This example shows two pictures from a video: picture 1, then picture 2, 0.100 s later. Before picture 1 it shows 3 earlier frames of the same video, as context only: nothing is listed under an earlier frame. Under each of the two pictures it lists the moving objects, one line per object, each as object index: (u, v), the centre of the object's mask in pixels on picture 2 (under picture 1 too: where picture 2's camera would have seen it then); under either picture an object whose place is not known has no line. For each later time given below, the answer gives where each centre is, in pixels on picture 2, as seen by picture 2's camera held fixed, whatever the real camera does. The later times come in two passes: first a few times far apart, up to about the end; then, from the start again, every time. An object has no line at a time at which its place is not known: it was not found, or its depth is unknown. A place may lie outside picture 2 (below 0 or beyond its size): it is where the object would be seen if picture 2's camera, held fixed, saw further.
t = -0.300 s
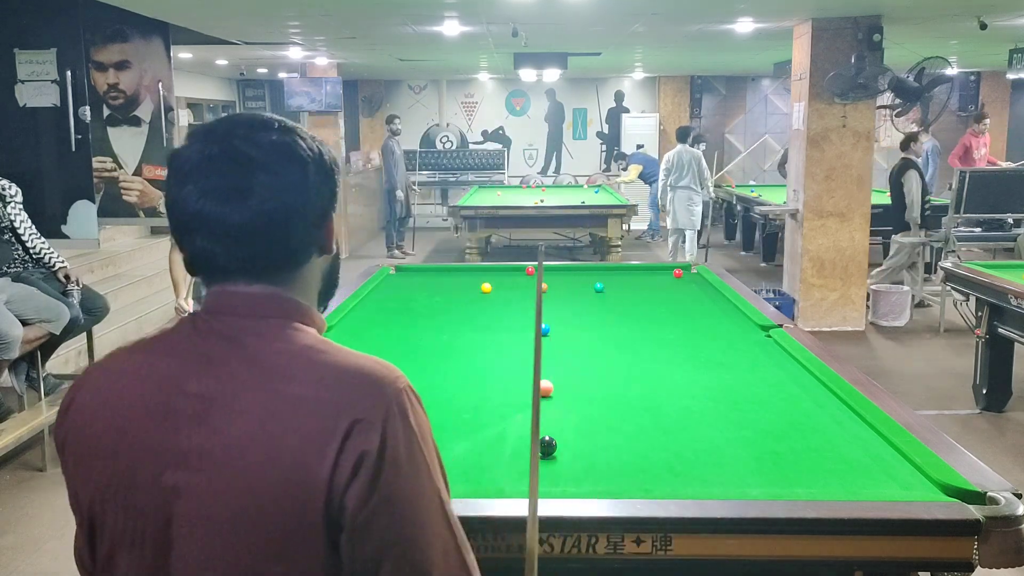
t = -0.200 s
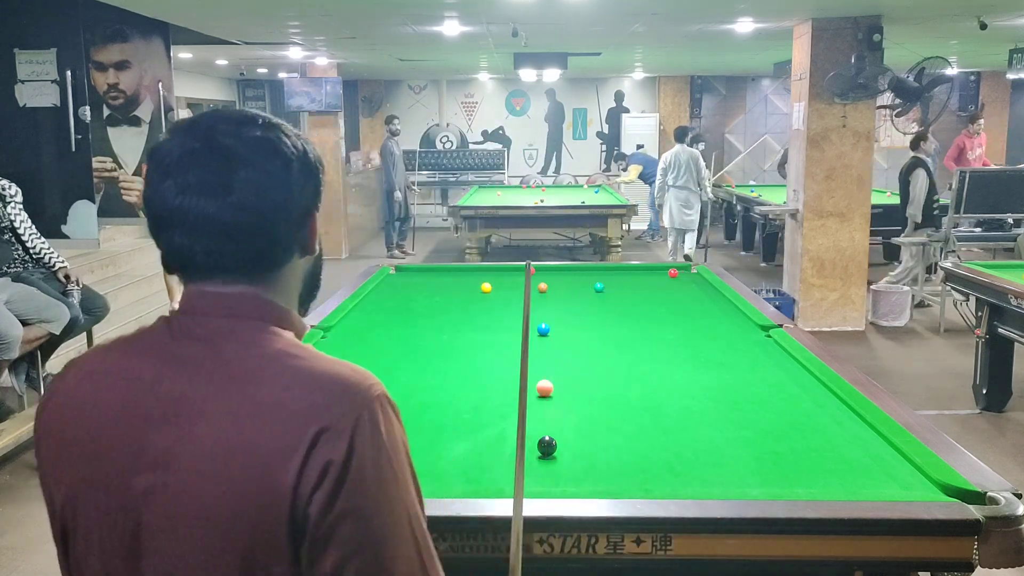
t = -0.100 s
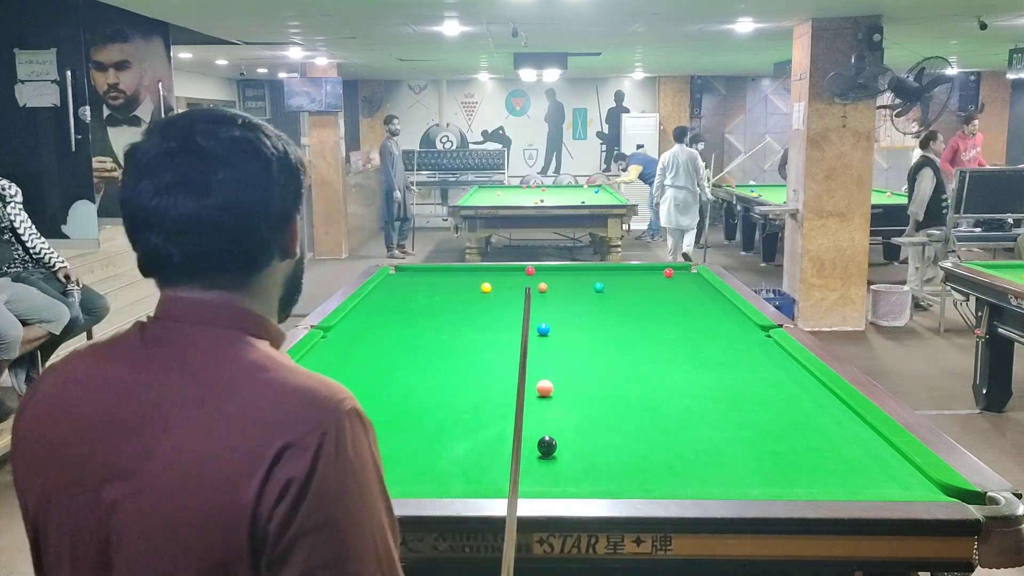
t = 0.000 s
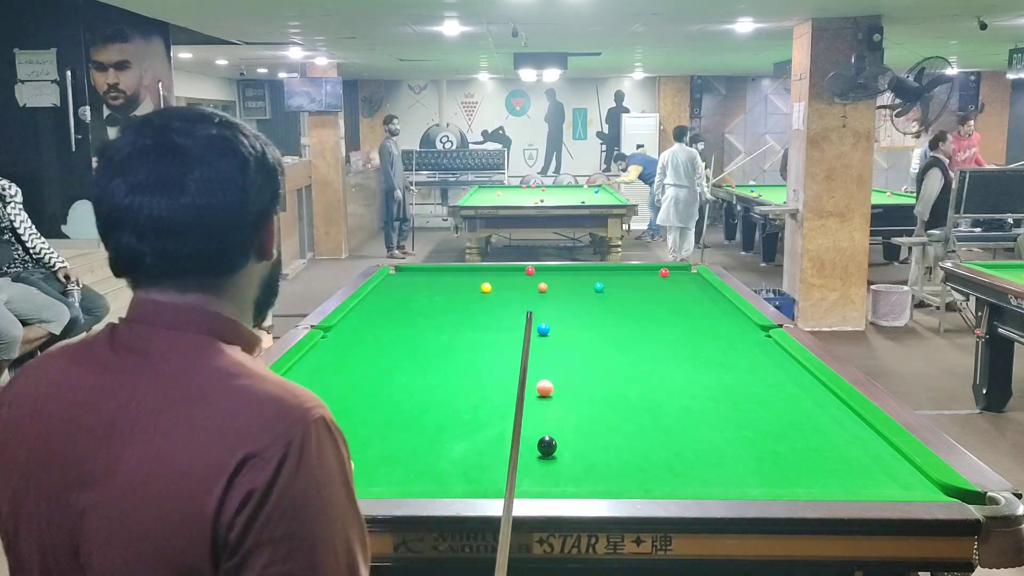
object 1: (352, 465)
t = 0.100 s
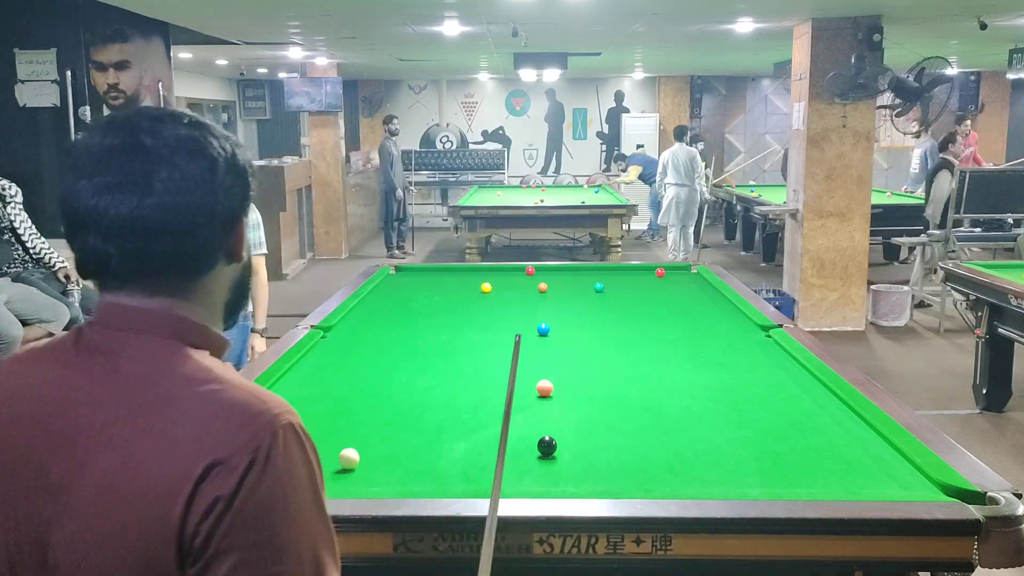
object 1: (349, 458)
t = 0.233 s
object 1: (356, 447)
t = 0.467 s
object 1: (366, 430)
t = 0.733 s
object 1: (376, 413)
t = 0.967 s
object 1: (383, 401)
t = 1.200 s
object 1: (389, 390)
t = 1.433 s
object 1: (395, 380)
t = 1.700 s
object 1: (401, 371)
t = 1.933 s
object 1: (406, 363)
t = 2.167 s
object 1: (410, 357)
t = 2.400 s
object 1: (413, 351)
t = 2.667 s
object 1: (417, 345)
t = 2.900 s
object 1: (420, 340)
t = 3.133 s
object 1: (423, 336)
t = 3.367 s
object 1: (426, 333)
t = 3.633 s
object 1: (428, 329)
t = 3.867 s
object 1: (430, 326)
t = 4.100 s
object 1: (432, 324)
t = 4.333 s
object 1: (433, 322)
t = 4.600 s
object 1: (435, 320)
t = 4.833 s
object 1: (436, 318)
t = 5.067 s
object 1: (436, 317)
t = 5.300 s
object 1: (437, 316)
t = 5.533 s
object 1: (437, 315)
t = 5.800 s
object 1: (436, 315)
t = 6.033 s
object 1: (436, 315)
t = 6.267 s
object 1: (436, 314)
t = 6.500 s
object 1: (436, 314)
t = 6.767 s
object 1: (436, 314)
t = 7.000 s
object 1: (436, 314)
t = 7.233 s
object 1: (436, 314)
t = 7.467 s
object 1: (436, 315)
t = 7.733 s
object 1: (436, 314)
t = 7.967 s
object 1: (436, 314)
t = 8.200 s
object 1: (436, 315)
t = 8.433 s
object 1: (436, 314)
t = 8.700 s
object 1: (436, 315)
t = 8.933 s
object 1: (436, 314)
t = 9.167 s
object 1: (436, 315)
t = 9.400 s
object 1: (436, 314)
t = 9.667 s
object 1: (436, 315)
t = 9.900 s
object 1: (436, 314)
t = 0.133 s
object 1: (350, 456)
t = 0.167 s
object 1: (352, 453)
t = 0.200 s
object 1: (354, 450)
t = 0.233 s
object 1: (356, 447)
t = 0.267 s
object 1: (357, 445)
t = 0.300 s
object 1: (359, 442)
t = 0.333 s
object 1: (360, 440)
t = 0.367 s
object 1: (362, 437)
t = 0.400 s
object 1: (363, 435)
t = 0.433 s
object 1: (365, 432)
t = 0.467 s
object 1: (366, 430)
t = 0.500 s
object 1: (368, 428)
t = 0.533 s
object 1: (369, 425)
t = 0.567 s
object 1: (370, 423)
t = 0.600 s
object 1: (371, 421)
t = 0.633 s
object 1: (372, 419)
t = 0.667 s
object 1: (374, 417)
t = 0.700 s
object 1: (375, 415)
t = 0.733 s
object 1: (376, 413)
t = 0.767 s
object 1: (377, 411)
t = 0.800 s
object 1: (378, 409)
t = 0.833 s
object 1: (379, 408)
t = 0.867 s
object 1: (380, 406)
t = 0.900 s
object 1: (381, 404)
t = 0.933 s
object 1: (382, 402)
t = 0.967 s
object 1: (383, 401)
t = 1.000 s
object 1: (384, 399)
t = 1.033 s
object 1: (385, 397)
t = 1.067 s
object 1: (386, 396)
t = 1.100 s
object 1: (387, 394)
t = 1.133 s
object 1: (388, 393)
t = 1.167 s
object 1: (389, 391)
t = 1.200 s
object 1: (389, 390)
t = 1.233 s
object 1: (390, 388)
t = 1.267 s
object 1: (391, 387)
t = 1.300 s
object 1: (392, 386)
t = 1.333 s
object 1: (393, 384)
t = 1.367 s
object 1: (394, 383)
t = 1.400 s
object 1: (394, 381)
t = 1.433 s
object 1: (395, 380)
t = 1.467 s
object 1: (396, 379)
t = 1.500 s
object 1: (397, 378)
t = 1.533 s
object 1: (397, 376)
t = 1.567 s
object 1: (398, 375)
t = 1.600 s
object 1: (399, 374)
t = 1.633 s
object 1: (400, 373)
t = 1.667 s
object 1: (400, 372)
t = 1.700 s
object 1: (401, 371)
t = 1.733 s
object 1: (402, 369)
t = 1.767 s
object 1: (402, 368)
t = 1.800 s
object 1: (403, 367)
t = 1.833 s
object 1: (404, 366)
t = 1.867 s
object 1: (405, 365)
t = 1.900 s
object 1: (405, 364)
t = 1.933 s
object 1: (406, 363)
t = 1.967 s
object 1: (406, 362)
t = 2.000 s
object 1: (407, 361)
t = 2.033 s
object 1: (407, 360)
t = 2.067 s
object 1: (408, 359)
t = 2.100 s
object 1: (408, 358)
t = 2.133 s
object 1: (409, 358)
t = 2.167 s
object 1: (410, 357)
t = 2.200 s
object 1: (410, 356)
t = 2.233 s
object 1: (411, 355)
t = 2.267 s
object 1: (411, 354)
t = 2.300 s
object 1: (412, 353)
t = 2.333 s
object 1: (412, 352)
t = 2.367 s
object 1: (413, 352)
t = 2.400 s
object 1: (413, 351)
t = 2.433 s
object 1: (414, 350)
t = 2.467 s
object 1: (414, 349)
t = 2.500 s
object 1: (415, 348)
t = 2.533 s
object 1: (415, 348)
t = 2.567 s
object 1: (416, 347)
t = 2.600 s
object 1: (416, 346)
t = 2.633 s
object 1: (417, 346)
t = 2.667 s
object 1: (417, 345)
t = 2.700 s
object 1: (418, 344)
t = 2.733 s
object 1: (418, 343)
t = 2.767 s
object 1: (419, 343)
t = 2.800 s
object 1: (419, 342)
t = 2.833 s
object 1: (420, 342)
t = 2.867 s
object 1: (420, 341)
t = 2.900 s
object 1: (420, 340)
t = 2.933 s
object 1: (421, 340)
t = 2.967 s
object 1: (421, 339)
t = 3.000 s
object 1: (422, 338)
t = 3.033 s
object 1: (422, 338)
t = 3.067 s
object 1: (423, 337)
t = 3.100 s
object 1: (423, 337)
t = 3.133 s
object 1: (423, 336)
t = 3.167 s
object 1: (424, 336)
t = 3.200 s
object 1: (424, 335)
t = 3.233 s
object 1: (425, 335)
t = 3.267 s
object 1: (425, 334)
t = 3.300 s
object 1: (425, 334)
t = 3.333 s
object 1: (426, 333)
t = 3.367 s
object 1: (426, 333)
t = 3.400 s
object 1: (426, 332)
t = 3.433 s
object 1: (426, 332)
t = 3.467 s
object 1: (427, 331)
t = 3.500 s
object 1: (427, 331)
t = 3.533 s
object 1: (427, 330)
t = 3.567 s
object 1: (428, 330)
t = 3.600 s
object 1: (428, 329)
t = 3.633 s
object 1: (428, 329)
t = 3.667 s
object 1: (428, 329)
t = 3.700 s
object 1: (429, 328)
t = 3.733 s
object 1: (429, 328)
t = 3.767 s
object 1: (429, 327)
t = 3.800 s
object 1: (430, 327)
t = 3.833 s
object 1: (430, 327)
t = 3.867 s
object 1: (430, 326)
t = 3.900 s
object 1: (430, 326)
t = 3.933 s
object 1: (431, 326)
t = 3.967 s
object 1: (431, 325)
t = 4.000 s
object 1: (431, 325)
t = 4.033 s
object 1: (431, 325)
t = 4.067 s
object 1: (431, 324)
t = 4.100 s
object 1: (432, 324)
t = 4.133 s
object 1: (432, 324)
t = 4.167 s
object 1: (432, 323)
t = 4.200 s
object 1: (432, 323)
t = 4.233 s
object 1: (433, 323)
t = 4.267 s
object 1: (433, 323)
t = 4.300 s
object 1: (433, 322)
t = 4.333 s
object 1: (433, 322)
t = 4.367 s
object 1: (434, 322)
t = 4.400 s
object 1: (434, 321)
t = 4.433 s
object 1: (434, 321)
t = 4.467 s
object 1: (434, 321)
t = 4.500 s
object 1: (434, 321)
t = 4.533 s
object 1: (435, 320)
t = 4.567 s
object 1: (435, 320)
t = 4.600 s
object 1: (435, 320)
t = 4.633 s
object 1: (435, 320)
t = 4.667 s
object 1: (435, 319)
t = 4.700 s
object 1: (435, 319)
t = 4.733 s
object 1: (436, 319)
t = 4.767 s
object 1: (436, 319)
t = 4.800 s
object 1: (436, 319)
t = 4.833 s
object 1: (436, 318)
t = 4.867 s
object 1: (436, 318)
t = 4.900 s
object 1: (436, 318)
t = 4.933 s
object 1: (436, 318)
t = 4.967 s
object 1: (436, 318)
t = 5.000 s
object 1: (436, 317)
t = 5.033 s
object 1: (436, 317)
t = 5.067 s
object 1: (436, 317)
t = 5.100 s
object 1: (437, 317)
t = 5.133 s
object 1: (437, 317)
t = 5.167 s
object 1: (437, 317)
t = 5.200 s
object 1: (437, 316)
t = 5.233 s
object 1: (437, 316)
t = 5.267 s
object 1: (437, 316)
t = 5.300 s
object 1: (437, 316)
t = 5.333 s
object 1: (437, 316)
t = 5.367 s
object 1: (437, 316)
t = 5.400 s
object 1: (437, 316)
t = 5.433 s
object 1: (437, 316)
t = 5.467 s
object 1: (437, 316)
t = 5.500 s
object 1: (437, 316)
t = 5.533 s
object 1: (437, 315)
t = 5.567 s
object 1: (437, 315)
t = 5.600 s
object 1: (437, 315)
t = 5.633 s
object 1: (437, 315)
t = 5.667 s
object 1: (437, 315)
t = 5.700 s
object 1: (436, 315)
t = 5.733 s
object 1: (436, 315)
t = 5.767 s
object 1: (436, 315)
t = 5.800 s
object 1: (436, 315)
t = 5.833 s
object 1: (436, 315)
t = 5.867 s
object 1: (436, 315)
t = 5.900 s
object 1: (436, 315)
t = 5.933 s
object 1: (436, 315)
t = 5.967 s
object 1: (436, 315)
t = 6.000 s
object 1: (436, 315)
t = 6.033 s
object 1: (436, 315)
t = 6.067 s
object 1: (436, 315)
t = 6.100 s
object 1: (436, 314)
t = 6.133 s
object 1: (436, 315)
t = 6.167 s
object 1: (436, 315)
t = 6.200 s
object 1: (436, 314)
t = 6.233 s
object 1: (436, 314)
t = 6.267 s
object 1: (436, 314)
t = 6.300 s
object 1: (436, 314)
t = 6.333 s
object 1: (436, 314)
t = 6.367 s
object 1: (436, 315)
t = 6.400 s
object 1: (436, 315)
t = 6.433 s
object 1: (436, 314)
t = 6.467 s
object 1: (436, 314)
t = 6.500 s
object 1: (436, 314)
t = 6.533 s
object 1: (436, 314)
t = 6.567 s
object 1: (436, 314)
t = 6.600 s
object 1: (436, 315)
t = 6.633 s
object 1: (436, 315)
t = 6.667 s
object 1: (436, 315)
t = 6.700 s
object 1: (436, 314)
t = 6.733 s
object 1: (436, 315)
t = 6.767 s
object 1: (436, 314)
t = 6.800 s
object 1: (436, 314)
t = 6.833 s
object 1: (436, 314)
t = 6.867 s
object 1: (436, 314)
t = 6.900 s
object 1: (436, 314)
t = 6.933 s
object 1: (436, 314)
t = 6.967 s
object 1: (436, 315)
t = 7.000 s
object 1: (436, 314)
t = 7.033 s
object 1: (436, 314)
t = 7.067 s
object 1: (436, 314)
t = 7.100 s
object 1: (436, 315)
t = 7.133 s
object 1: (436, 314)
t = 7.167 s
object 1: (436, 315)
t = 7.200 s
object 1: (436, 314)
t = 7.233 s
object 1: (436, 314)
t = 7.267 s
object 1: (436, 314)
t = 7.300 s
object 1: (436, 315)
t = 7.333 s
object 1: (436, 314)
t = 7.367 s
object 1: (436, 315)
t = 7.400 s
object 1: (436, 315)
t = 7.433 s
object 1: (436, 315)
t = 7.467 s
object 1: (436, 315)
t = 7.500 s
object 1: (436, 314)
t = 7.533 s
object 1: (436, 314)
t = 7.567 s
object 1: (436, 315)
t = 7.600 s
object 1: (436, 314)
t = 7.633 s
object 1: (436, 314)
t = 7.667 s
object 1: (436, 314)
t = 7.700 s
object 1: (436, 315)
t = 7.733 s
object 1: (436, 314)
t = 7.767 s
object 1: (436, 314)
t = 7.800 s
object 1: (436, 315)
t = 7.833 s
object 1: (436, 314)
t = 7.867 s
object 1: (436, 314)
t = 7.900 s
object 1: (436, 315)
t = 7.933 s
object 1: (436, 315)
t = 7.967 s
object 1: (436, 314)
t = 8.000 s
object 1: (436, 314)
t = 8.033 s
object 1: (436, 315)
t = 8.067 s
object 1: (436, 314)
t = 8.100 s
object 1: (436, 314)
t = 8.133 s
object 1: (436, 314)
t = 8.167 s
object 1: (436, 315)
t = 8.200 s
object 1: (436, 315)
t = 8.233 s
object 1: (436, 315)
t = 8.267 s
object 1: (436, 315)
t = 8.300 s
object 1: (436, 314)
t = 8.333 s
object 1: (436, 314)
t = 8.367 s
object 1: (436, 315)
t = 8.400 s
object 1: (436, 314)
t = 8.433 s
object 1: (436, 314)
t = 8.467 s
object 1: (436, 314)
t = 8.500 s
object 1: (436, 315)
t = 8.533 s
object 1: (436, 314)
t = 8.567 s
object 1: (436, 315)
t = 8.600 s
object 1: (436, 314)
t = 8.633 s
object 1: (436, 315)
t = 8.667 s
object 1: (436, 315)
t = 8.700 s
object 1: (436, 315)
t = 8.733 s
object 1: (436, 314)
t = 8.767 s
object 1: (436, 314)
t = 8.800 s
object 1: (436, 314)
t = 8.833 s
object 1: (436, 315)
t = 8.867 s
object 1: (436, 315)
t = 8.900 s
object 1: (436, 315)
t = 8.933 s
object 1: (436, 314)
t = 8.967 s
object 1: (436, 315)
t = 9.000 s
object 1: (436, 315)
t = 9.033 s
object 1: (436, 315)
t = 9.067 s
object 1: (436, 314)
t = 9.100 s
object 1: (436, 314)
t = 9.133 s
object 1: (436, 314)
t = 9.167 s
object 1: (436, 315)
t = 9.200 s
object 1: (436, 314)
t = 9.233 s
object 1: (436, 315)
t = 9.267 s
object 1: (436, 314)
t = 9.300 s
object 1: (436, 314)
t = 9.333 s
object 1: (436, 315)
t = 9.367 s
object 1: (436, 314)
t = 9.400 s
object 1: (436, 314)
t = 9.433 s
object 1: (436, 314)
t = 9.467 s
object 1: (436, 315)
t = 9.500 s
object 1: (436, 314)
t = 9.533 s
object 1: (436, 315)
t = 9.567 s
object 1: (436, 314)
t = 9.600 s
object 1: (436, 315)
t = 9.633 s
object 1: (436, 314)
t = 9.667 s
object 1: (436, 315)
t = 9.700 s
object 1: (436, 315)
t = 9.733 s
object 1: (436, 314)
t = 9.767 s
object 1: (436, 314)
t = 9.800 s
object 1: (436, 314)
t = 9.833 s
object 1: (436, 315)
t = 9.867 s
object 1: (436, 314)
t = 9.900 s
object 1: (436, 314)
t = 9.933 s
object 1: (436, 314)
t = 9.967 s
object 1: (436, 315)
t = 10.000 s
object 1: (436, 315)
